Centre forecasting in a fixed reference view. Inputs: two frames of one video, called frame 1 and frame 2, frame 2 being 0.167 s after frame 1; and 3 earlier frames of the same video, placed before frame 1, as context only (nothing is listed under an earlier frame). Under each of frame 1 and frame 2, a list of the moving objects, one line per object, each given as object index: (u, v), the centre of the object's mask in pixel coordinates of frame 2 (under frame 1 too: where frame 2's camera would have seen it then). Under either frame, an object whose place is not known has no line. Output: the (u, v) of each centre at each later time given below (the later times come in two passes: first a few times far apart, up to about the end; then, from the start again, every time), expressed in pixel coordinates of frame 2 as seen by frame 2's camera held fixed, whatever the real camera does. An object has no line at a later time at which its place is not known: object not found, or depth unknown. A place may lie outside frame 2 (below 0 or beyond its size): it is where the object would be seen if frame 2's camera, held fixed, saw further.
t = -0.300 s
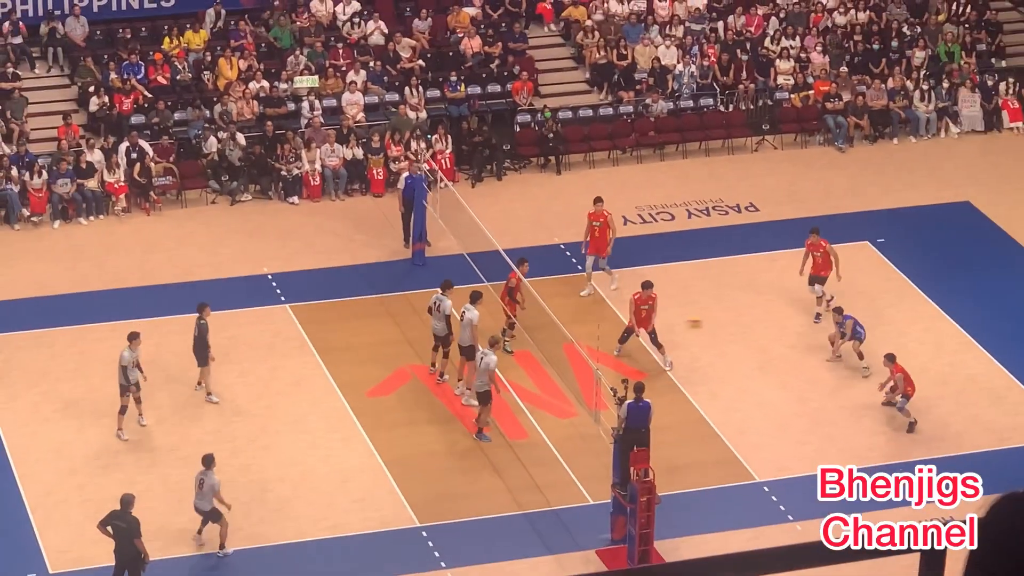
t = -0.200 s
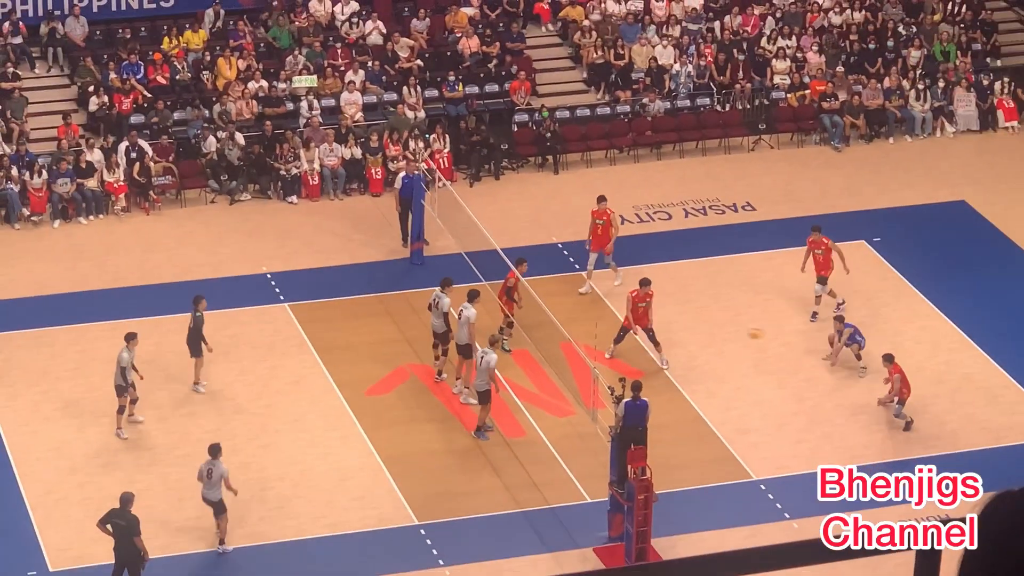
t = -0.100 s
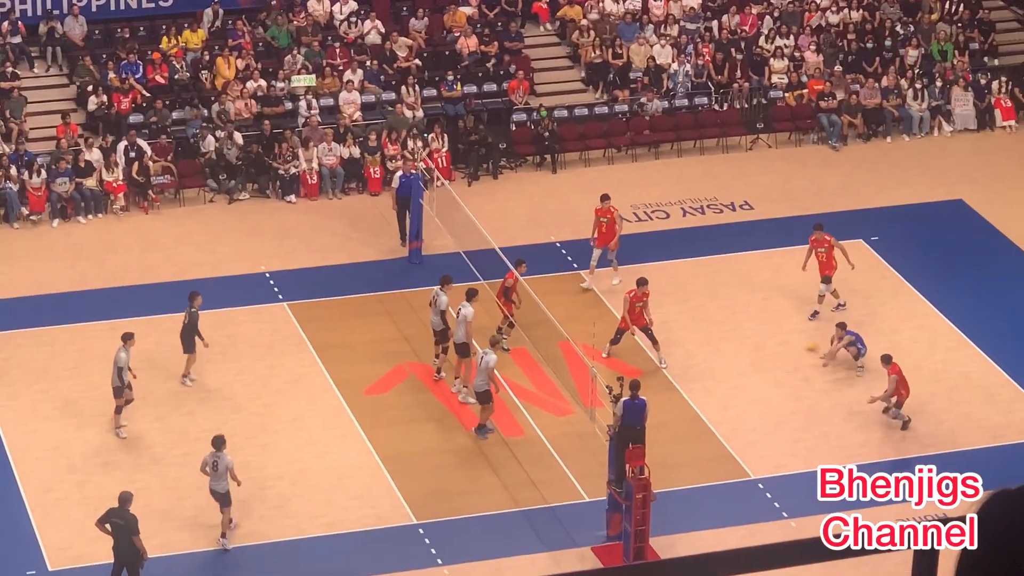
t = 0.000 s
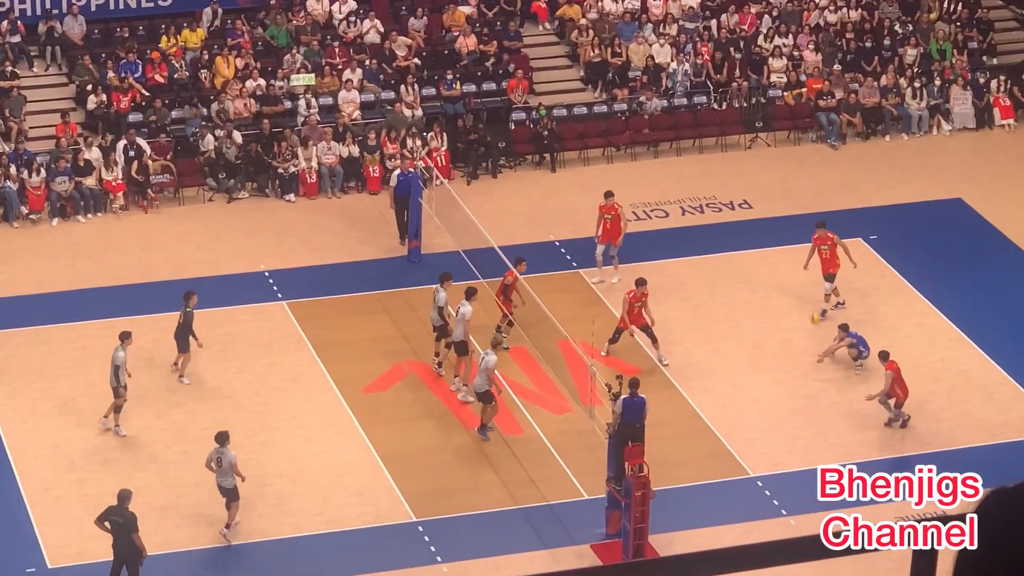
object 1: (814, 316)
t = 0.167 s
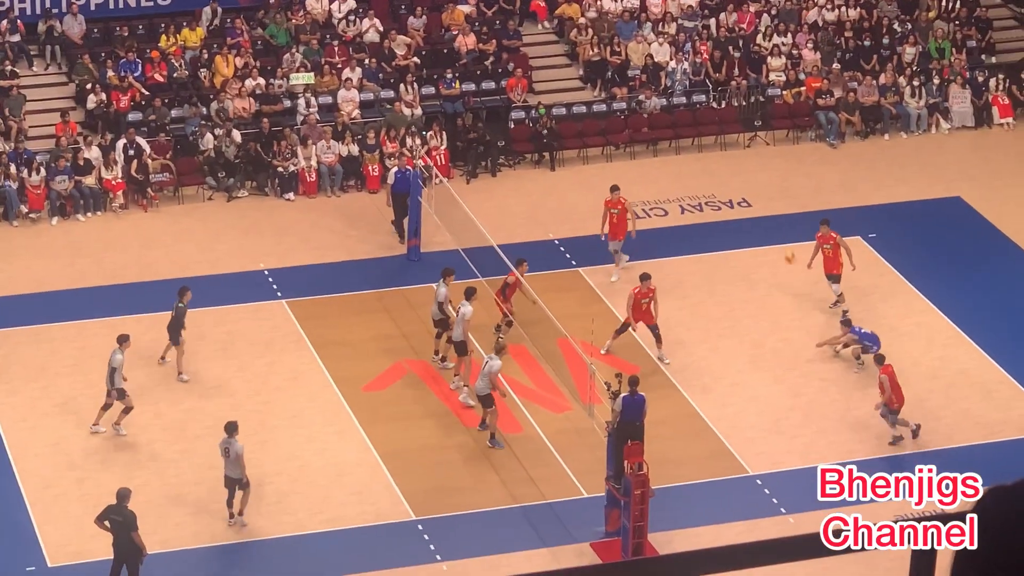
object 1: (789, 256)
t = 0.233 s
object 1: (779, 237)
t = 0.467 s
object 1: (745, 181)
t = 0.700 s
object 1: (713, 153)
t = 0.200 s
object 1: (784, 246)
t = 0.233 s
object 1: (779, 237)
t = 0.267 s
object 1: (775, 225)
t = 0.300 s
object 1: (770, 219)
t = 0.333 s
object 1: (765, 210)
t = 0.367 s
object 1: (759, 202)
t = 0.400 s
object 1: (755, 195)
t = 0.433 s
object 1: (751, 188)
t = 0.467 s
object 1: (745, 181)
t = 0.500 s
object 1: (740, 176)
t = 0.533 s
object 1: (736, 172)
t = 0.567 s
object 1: (731, 167)
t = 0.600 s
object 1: (726, 163)
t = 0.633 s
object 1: (721, 159)
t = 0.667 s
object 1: (717, 156)
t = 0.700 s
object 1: (713, 153)
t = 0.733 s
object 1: (707, 152)
